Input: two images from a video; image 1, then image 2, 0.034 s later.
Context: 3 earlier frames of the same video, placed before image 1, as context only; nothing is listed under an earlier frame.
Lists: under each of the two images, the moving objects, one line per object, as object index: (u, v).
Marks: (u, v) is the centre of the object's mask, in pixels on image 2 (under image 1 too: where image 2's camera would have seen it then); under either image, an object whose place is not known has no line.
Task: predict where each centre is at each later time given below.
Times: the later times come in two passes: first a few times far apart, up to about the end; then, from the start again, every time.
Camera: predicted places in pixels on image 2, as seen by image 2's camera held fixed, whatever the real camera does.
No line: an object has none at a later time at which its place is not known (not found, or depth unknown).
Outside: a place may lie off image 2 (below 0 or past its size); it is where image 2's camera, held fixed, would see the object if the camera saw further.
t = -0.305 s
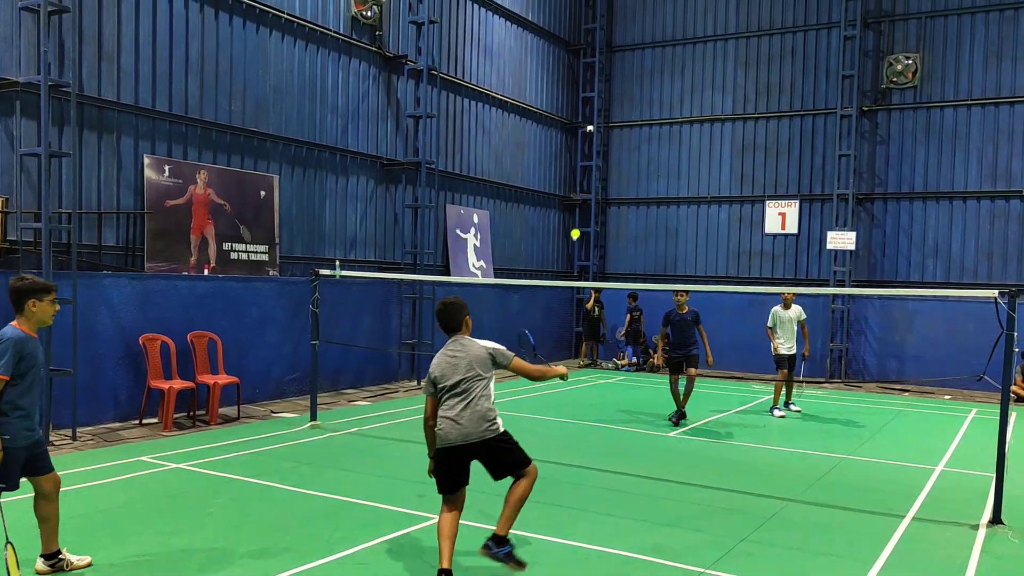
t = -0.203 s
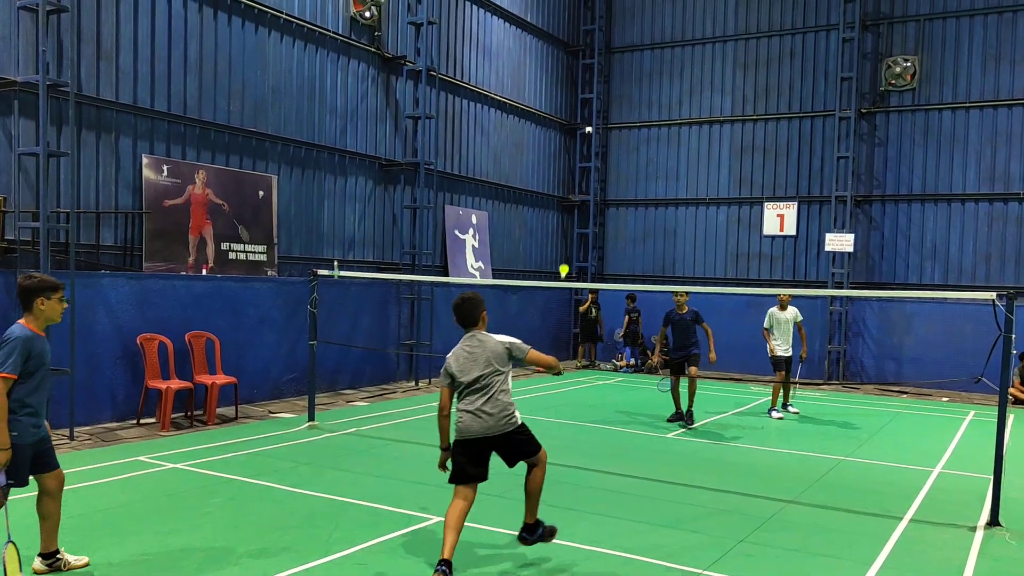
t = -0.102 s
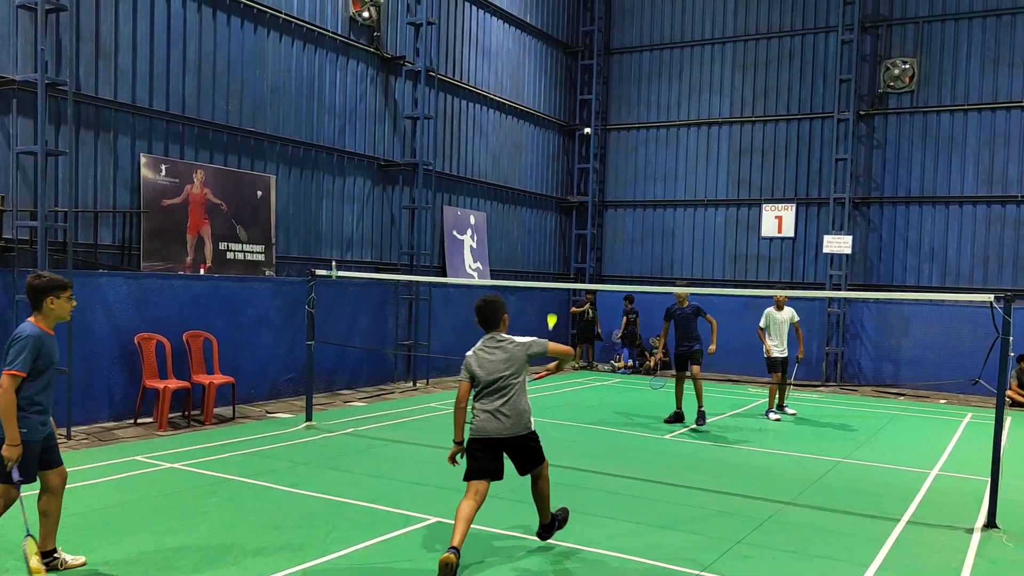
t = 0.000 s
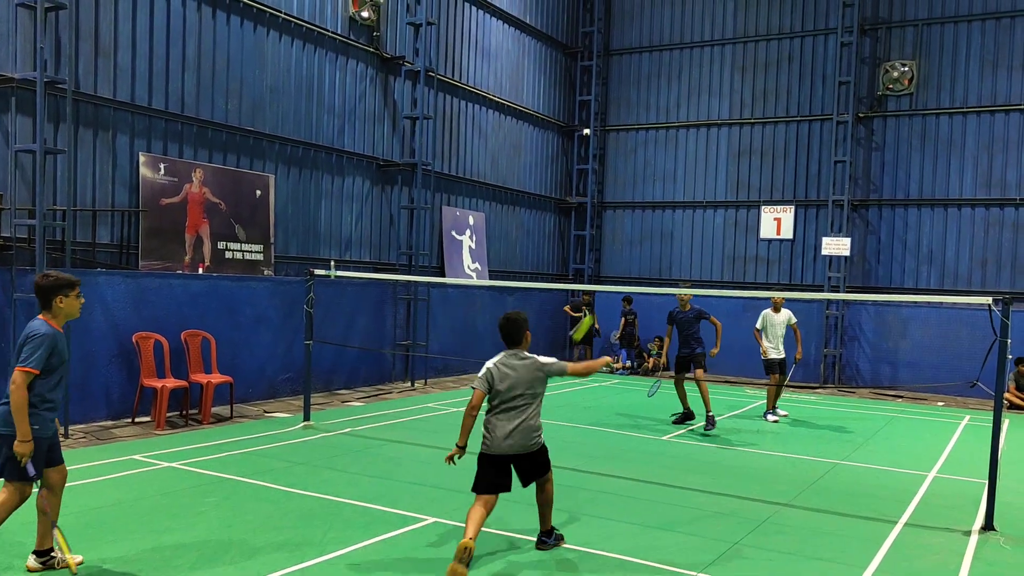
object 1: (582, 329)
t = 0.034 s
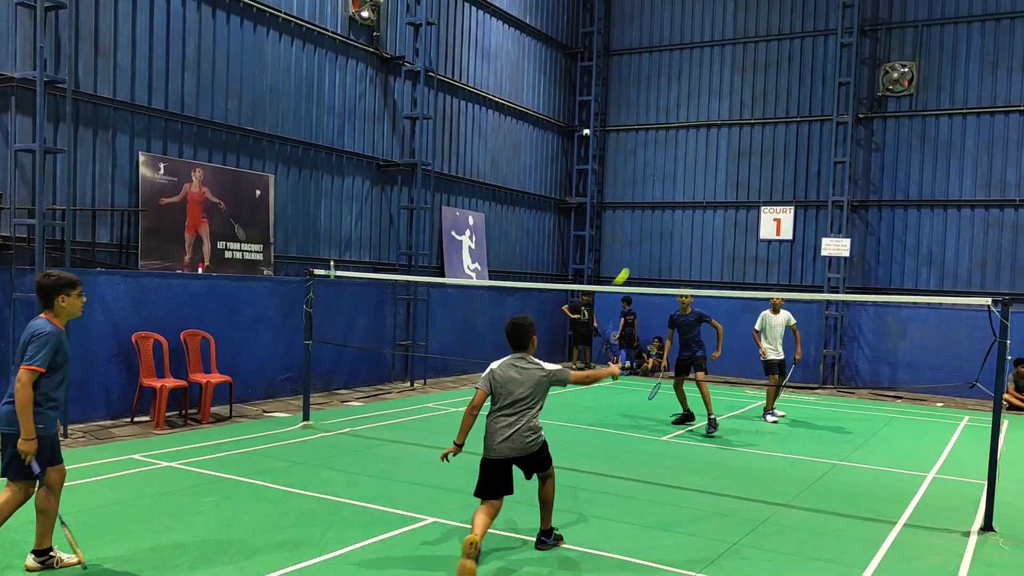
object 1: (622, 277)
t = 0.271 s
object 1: (763, 131)
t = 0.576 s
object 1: (834, 113)
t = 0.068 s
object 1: (648, 241)
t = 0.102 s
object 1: (677, 211)
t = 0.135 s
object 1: (701, 187)
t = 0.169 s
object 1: (719, 169)
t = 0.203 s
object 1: (736, 153)
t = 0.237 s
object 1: (750, 141)
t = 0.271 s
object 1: (763, 131)
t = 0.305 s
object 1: (774, 123)
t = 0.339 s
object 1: (785, 118)
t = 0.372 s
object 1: (794, 113)
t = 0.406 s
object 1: (802, 111)
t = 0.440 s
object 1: (809, 109)
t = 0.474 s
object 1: (816, 109)
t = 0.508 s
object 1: (822, 110)
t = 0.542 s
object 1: (828, 111)
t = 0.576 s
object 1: (834, 113)
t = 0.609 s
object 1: (839, 117)
